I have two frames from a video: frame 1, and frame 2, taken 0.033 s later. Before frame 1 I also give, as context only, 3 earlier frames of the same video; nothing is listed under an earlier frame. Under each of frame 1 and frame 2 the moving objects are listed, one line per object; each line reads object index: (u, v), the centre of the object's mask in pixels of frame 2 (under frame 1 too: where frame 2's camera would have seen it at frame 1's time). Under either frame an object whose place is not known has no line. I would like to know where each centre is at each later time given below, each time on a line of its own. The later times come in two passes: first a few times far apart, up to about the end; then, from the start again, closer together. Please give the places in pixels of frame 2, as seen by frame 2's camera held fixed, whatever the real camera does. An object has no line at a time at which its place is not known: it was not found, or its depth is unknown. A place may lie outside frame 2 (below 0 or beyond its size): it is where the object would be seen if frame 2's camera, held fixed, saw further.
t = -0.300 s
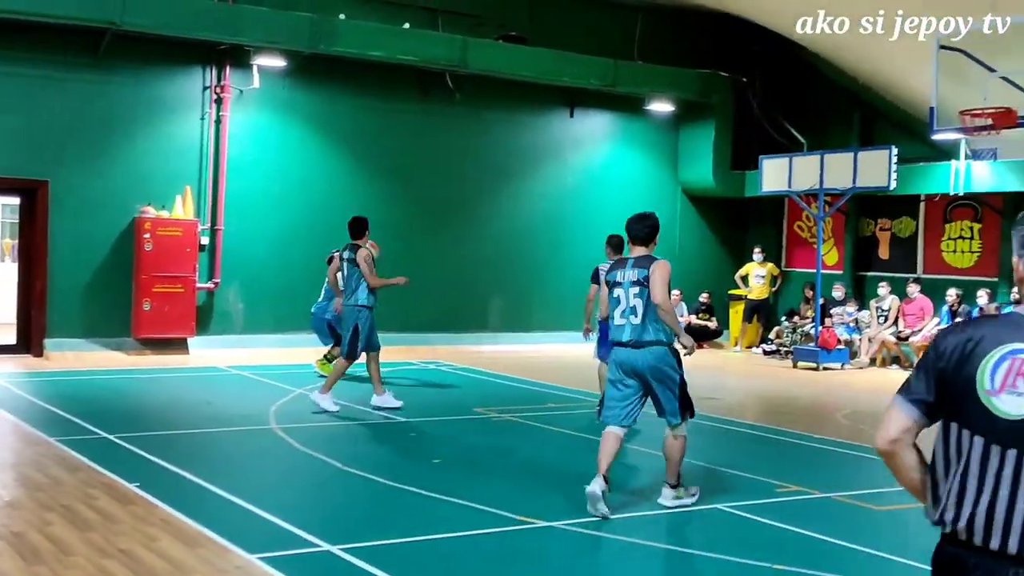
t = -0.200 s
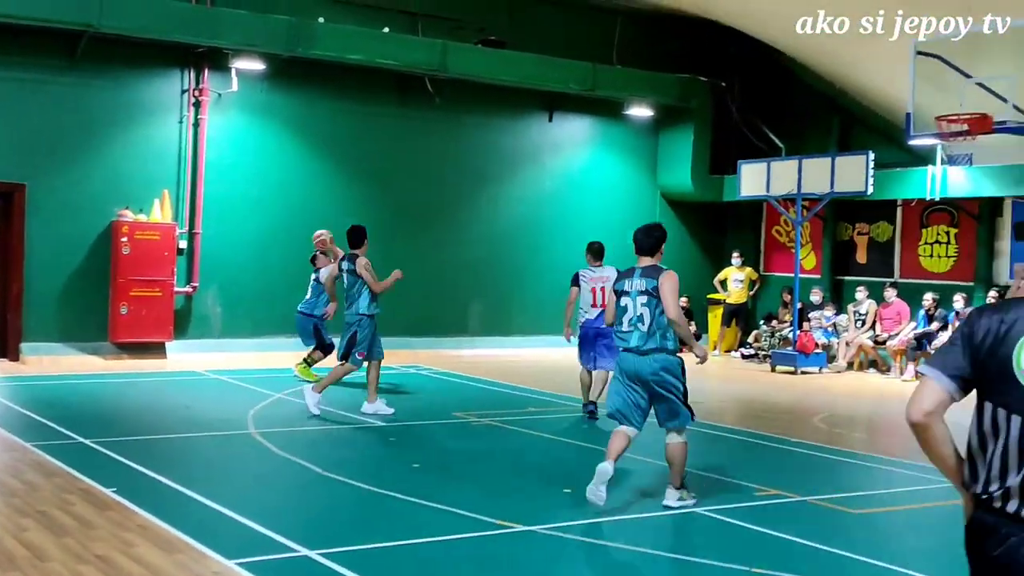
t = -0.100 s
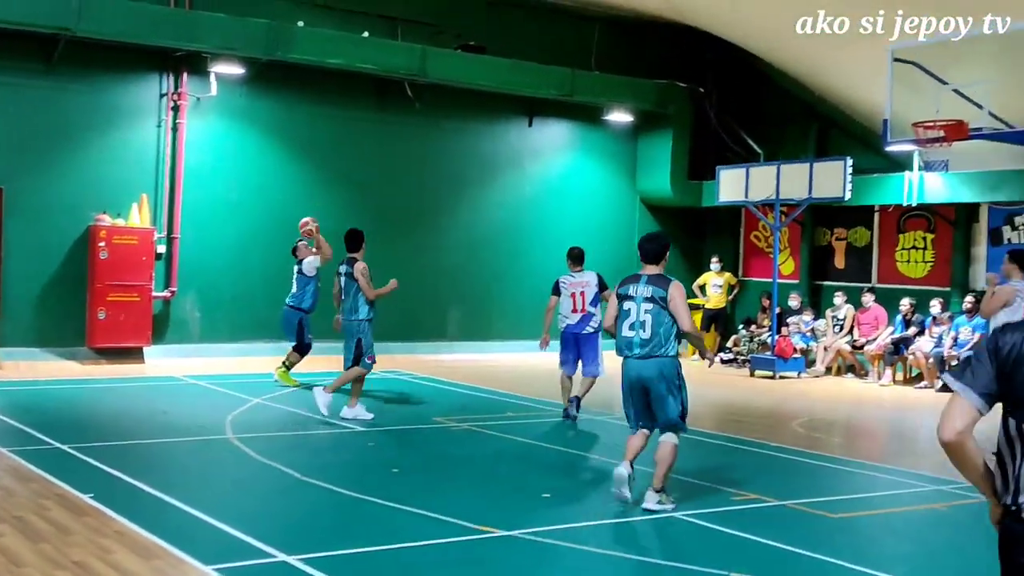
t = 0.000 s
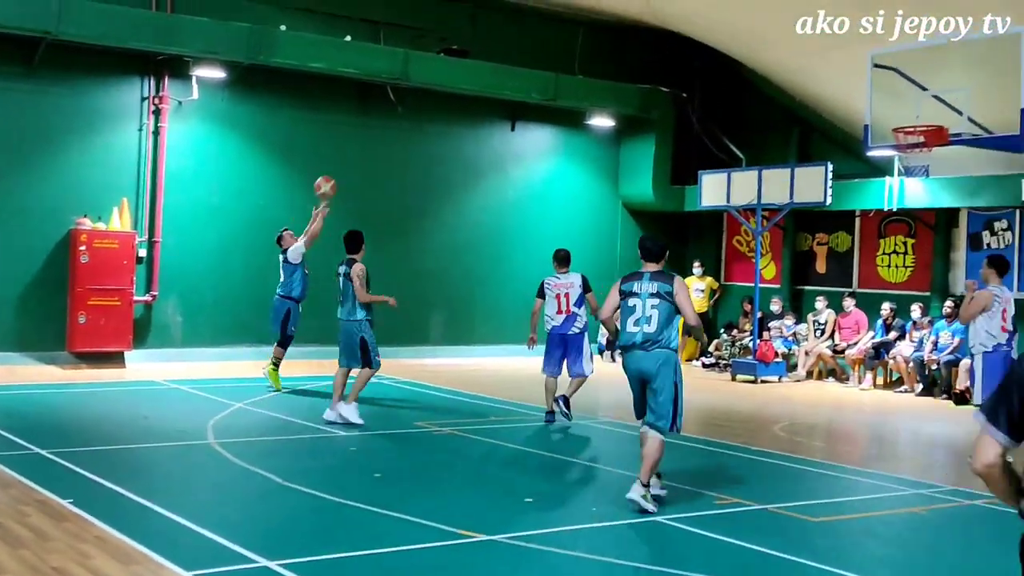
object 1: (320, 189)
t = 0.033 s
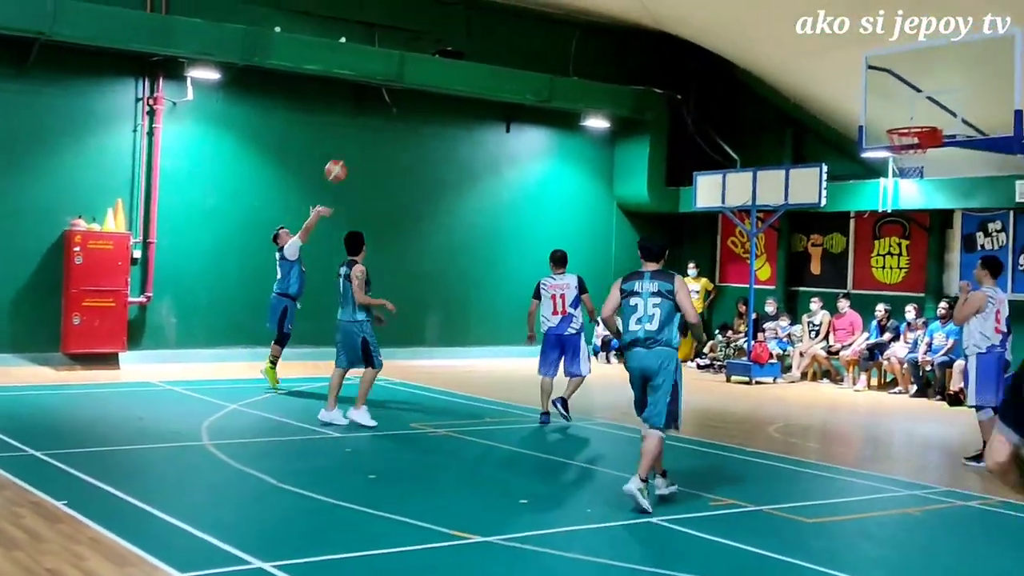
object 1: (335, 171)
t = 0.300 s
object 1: (466, 60)
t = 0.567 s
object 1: (598, 8)
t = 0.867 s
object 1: (754, 23)
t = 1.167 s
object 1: (905, 112)
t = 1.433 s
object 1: (958, 81)
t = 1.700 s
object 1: (1012, 124)
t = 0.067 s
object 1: (351, 154)
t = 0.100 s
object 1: (368, 138)
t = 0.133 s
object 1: (384, 123)
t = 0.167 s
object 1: (400, 109)
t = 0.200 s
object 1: (416, 95)
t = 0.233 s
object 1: (433, 83)
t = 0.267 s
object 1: (449, 71)
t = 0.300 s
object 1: (466, 60)
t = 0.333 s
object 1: (482, 50)
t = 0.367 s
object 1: (498, 42)
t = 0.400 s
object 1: (515, 33)
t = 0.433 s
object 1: (531, 27)
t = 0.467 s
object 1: (548, 20)
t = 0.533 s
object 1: (582, 10)
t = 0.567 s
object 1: (598, 8)
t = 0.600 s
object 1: (615, 4)
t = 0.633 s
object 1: (633, 4)
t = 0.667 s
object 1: (649, 3)
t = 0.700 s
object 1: (666, 4)
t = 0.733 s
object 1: (685, 6)
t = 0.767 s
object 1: (701, 9)
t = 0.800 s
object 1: (719, 13)
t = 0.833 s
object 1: (737, 18)
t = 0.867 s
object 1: (754, 23)
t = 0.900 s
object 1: (772, 31)
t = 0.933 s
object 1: (790, 40)
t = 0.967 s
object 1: (807, 49)
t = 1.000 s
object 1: (826, 60)
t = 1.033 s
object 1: (843, 71)
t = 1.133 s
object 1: (897, 114)
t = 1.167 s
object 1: (905, 112)
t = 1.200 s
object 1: (912, 104)
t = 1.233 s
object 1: (918, 98)
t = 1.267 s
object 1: (925, 92)
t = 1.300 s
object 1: (932, 87)
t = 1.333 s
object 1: (938, 84)
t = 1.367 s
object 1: (945, 81)
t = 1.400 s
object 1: (952, 81)
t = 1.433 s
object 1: (958, 81)
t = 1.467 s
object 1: (965, 82)
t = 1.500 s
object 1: (972, 84)
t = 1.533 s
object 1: (978, 88)
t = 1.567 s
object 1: (985, 92)
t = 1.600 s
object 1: (992, 99)
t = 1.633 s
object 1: (998, 106)
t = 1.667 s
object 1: (1004, 115)
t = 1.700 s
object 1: (1012, 124)
